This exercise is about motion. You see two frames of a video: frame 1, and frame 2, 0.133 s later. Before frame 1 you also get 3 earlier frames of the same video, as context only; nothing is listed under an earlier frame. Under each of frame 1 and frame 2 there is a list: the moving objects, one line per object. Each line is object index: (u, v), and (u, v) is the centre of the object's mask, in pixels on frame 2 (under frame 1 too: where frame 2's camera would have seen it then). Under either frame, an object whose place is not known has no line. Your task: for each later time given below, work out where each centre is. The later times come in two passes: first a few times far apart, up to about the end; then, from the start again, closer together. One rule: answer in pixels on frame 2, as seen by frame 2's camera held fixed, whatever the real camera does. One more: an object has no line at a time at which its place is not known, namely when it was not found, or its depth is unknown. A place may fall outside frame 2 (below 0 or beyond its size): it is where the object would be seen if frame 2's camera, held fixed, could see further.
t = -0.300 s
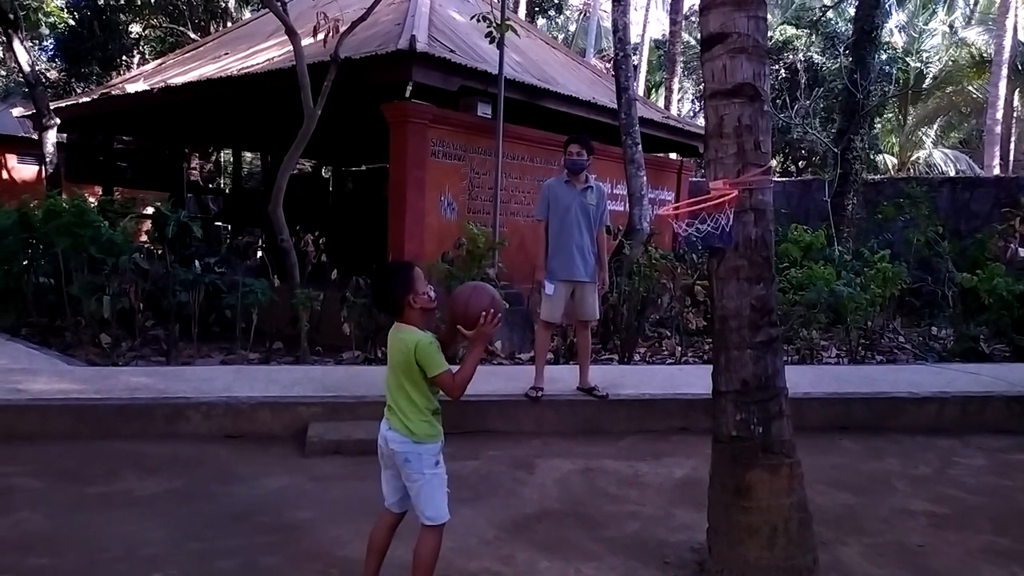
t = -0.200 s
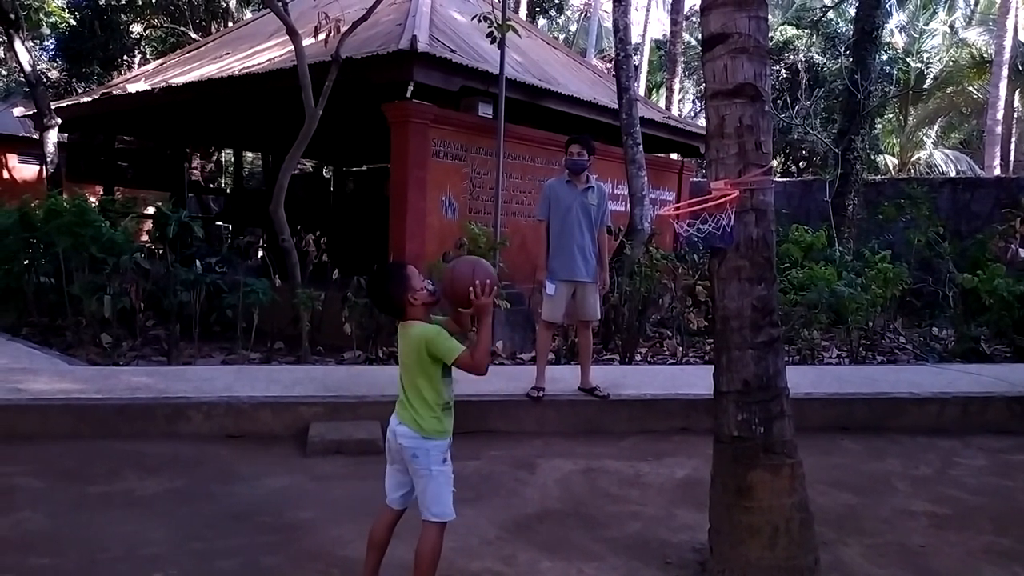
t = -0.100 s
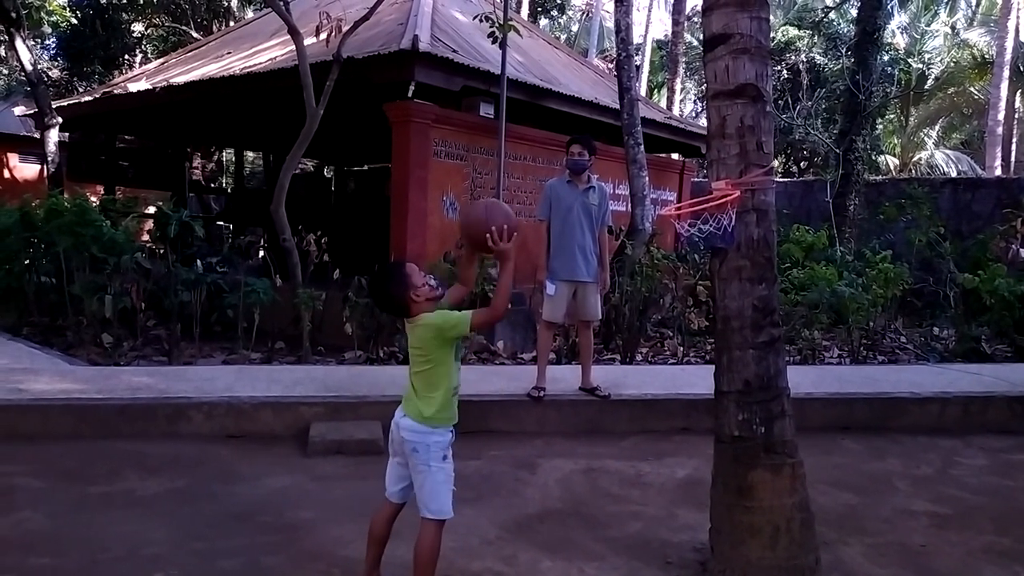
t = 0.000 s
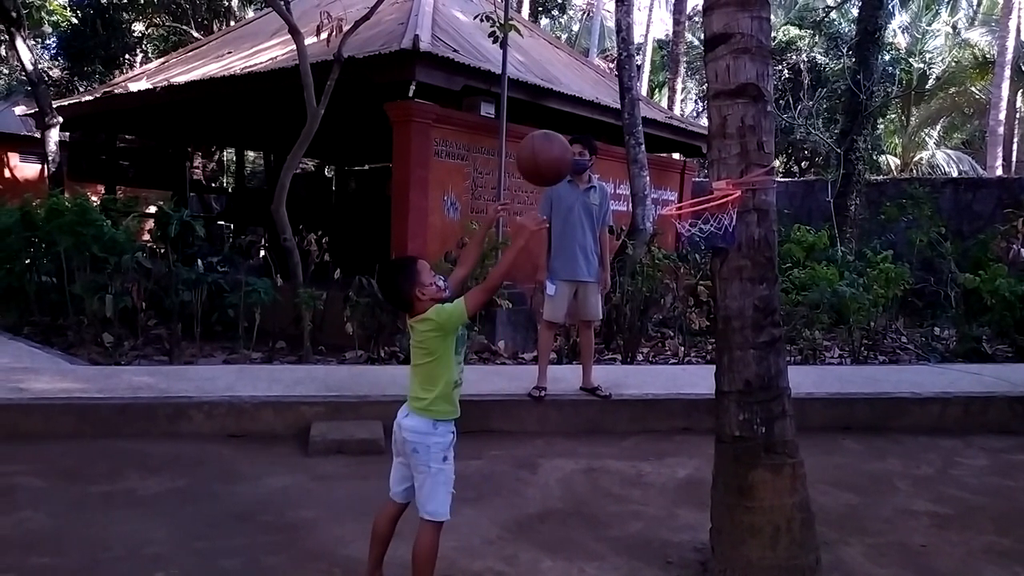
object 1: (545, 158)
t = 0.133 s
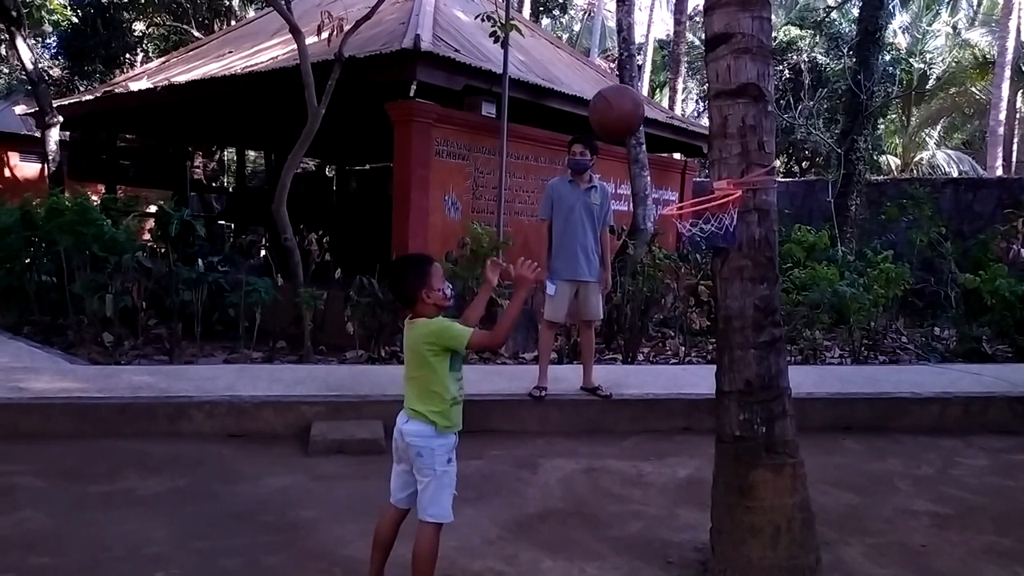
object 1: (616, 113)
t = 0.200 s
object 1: (648, 110)
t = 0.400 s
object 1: (737, 174)
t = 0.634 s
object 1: (759, 202)
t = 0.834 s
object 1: (769, 339)
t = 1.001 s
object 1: (767, 551)
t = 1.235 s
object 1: (801, 548)
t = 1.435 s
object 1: (836, 555)
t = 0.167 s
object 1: (633, 110)
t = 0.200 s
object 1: (648, 110)
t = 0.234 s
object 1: (665, 113)
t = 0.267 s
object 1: (681, 121)
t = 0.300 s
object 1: (696, 129)
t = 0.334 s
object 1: (710, 141)
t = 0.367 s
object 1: (725, 157)
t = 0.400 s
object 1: (737, 174)
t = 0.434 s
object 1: (743, 185)
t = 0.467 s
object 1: (747, 184)
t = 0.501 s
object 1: (750, 182)
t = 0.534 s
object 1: (753, 182)
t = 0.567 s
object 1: (755, 185)
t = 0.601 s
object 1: (758, 192)
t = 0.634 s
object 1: (759, 202)
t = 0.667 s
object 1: (762, 216)
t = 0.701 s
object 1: (764, 233)
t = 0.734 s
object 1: (766, 254)
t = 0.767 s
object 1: (767, 280)
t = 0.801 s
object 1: (768, 307)
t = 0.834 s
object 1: (769, 339)
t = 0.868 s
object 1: (769, 374)
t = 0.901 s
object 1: (767, 414)
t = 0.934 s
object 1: (769, 456)
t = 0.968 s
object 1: (768, 503)
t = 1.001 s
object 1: (767, 551)
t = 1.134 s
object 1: (784, 570)
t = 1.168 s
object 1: (789, 562)
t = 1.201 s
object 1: (795, 555)
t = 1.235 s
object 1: (801, 548)
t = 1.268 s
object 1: (807, 541)
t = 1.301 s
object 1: (813, 536)
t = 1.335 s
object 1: (819, 536)
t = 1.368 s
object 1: (824, 539)
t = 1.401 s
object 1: (830, 546)
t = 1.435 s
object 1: (836, 555)
